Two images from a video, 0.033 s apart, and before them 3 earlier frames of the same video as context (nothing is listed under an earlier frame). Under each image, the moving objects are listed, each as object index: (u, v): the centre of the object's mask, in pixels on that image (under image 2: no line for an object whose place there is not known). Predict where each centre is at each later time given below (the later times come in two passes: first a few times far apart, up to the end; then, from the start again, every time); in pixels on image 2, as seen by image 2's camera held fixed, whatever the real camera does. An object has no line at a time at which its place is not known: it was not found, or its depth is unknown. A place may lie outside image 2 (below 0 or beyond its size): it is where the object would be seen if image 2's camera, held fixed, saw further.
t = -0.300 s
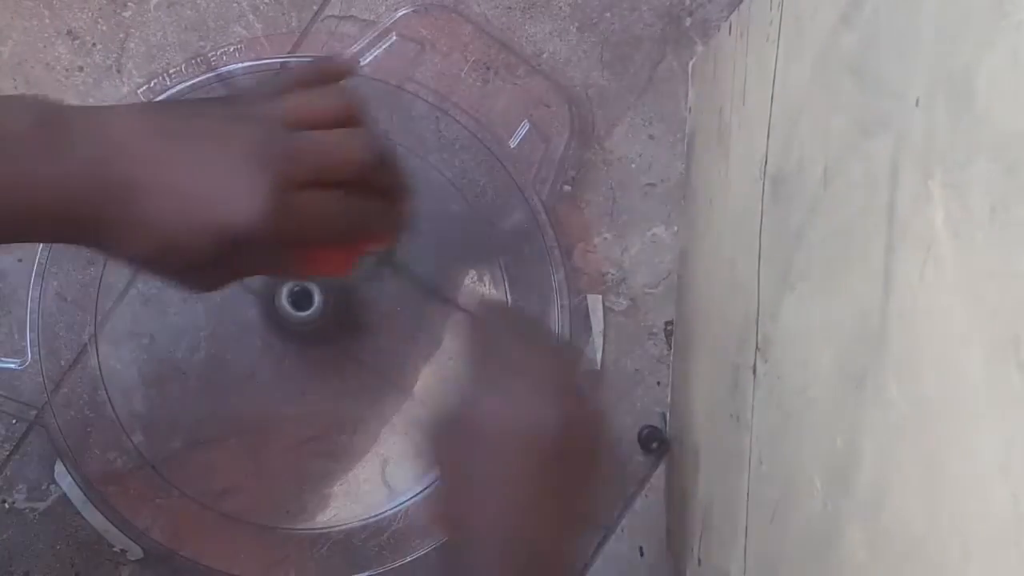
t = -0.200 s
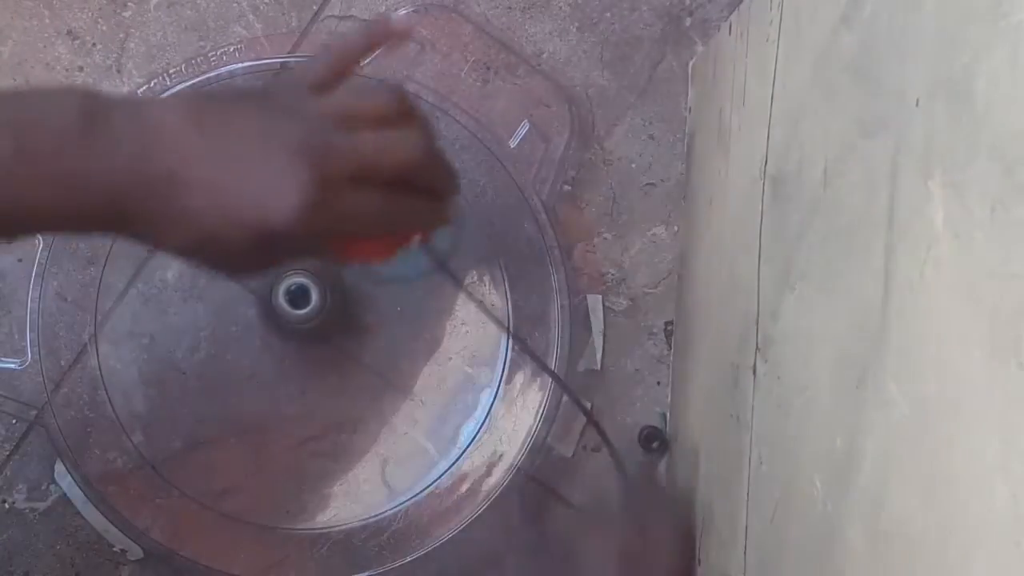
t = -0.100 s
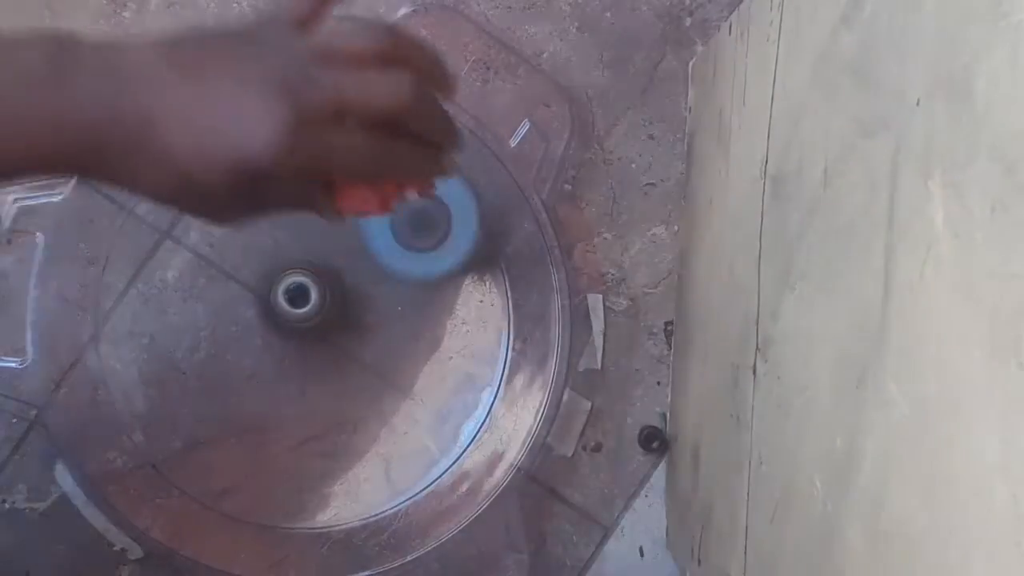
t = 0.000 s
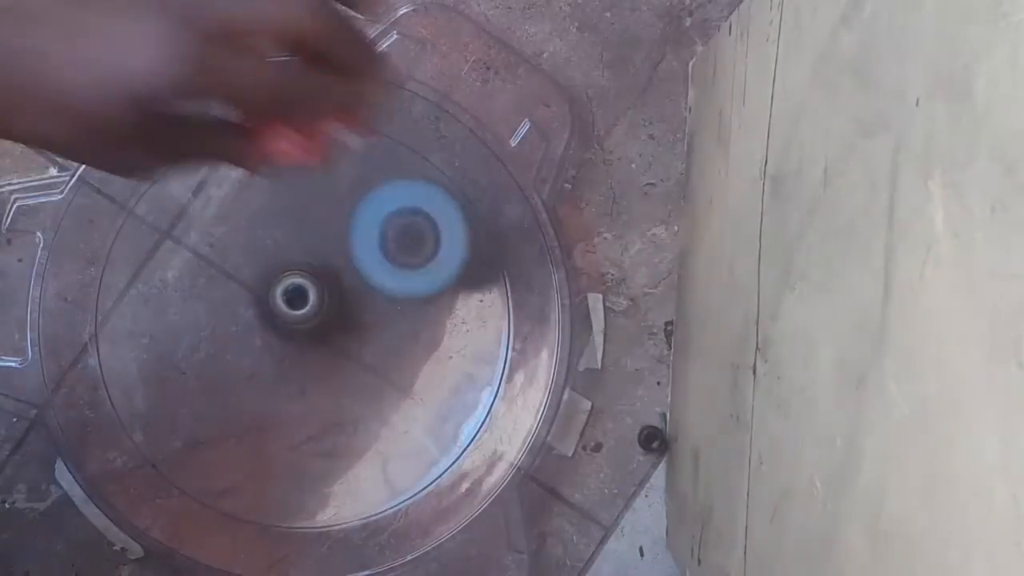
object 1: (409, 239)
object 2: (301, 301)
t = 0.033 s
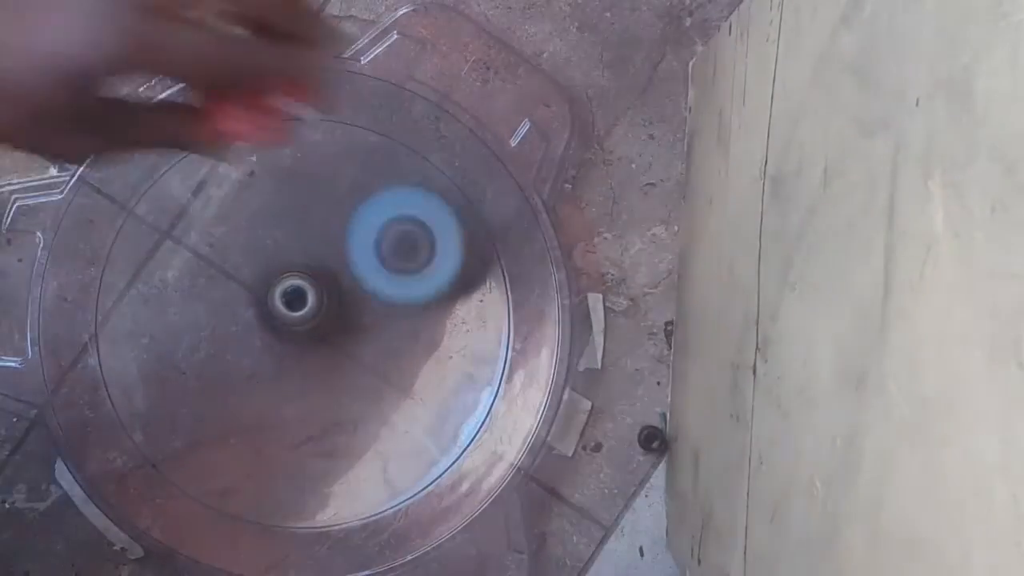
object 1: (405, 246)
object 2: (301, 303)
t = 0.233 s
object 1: (386, 251)
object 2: (174, 350)
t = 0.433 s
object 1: (328, 220)
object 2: (128, 334)
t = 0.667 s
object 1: (308, 278)
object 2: (201, 312)
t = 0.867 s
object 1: (392, 310)
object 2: (216, 345)
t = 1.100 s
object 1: (404, 293)
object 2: (273, 375)
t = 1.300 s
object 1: (334, 298)
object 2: (302, 410)
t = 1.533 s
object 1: (279, 312)
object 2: (294, 458)
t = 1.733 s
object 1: (258, 330)
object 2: (300, 435)
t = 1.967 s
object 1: (211, 251)
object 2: (337, 537)
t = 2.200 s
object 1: (195, 291)
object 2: (366, 513)
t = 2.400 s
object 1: (285, 323)
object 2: (360, 432)
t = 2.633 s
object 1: (320, 208)
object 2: (387, 383)
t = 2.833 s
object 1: (262, 186)
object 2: (369, 319)
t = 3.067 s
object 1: (239, 289)
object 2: (332, 257)
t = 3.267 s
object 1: (298, 381)
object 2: (331, 212)
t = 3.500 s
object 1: (387, 341)
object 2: (295, 206)
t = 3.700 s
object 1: (346, 281)
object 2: (258, 231)
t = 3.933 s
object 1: (360, 331)
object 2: (152, 264)
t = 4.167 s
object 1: (352, 353)
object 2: (197, 332)
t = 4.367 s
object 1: (341, 355)
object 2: (252, 391)
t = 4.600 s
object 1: (329, 296)
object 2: (362, 437)
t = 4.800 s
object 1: (270, 304)
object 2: (401, 420)
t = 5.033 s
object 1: (260, 368)
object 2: (402, 355)
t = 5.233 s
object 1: (311, 379)
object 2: (355, 262)
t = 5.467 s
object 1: (331, 303)
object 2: (282, 197)
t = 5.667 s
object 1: (289, 301)
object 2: (251, 187)
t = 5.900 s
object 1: (304, 373)
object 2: (249, 273)
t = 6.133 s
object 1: (381, 453)
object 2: (159, 214)
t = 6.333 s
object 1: (408, 454)
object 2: (178, 200)
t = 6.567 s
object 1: (366, 384)
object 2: (241, 261)
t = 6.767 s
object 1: (349, 375)
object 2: (214, 188)
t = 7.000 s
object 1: (313, 340)
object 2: (240, 167)
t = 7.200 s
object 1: (285, 310)
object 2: (267, 184)
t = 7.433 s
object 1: (254, 328)
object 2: (313, 162)
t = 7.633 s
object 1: (257, 338)
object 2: (339, 177)
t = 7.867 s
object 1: (254, 344)
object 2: (369, 252)
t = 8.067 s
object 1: (278, 325)
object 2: (392, 332)
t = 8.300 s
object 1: (277, 334)
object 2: (405, 377)
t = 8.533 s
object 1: (288, 327)
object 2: (399, 392)
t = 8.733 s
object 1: (265, 311)
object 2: (393, 392)
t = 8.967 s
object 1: (270, 298)
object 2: (360, 386)
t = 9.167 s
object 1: (272, 295)
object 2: (355, 393)
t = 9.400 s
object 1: (279, 298)
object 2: (351, 389)
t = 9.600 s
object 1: (271, 290)
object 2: (326, 386)
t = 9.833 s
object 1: (275, 287)
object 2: (312, 384)
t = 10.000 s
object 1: (278, 287)
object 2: (327, 368)
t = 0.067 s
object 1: (395, 253)
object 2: (302, 304)
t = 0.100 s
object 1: (382, 259)
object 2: (296, 305)
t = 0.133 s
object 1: (372, 264)
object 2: (291, 308)
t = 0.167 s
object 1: (378, 263)
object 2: (265, 320)
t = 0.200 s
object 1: (381, 256)
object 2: (218, 336)
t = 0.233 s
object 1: (386, 251)
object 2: (174, 350)
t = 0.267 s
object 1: (383, 244)
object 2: (147, 354)
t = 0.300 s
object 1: (371, 239)
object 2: (139, 355)
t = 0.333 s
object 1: (365, 232)
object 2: (133, 354)
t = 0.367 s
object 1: (352, 227)
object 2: (126, 348)
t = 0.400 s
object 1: (338, 224)
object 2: (126, 342)
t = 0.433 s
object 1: (328, 220)
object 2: (128, 334)
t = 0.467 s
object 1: (319, 226)
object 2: (134, 325)
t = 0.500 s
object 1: (313, 230)
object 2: (140, 320)
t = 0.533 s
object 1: (309, 240)
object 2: (149, 319)
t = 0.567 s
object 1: (307, 247)
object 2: (160, 316)
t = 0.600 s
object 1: (304, 256)
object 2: (174, 316)
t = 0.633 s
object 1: (305, 266)
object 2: (187, 313)
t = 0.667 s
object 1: (308, 278)
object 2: (201, 312)
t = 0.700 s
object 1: (320, 289)
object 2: (214, 322)
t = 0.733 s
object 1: (337, 297)
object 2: (204, 329)
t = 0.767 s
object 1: (354, 304)
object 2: (203, 335)
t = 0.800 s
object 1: (369, 308)
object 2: (209, 341)
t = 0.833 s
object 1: (381, 310)
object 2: (212, 342)
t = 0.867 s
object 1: (392, 310)
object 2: (216, 345)
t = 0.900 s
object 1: (400, 309)
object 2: (224, 348)
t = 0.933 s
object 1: (407, 306)
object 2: (230, 352)
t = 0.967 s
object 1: (412, 303)
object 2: (238, 355)
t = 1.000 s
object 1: (413, 299)
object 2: (250, 362)
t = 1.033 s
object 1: (413, 297)
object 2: (254, 366)
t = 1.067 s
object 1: (410, 295)
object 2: (265, 371)
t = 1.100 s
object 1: (404, 293)
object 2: (273, 375)
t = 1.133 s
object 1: (396, 291)
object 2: (280, 380)
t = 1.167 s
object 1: (385, 291)
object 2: (287, 386)
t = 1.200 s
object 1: (371, 291)
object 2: (293, 388)
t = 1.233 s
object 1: (357, 293)
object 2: (301, 392)
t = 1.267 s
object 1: (342, 298)
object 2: (306, 399)
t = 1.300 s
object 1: (334, 298)
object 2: (302, 410)
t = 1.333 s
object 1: (324, 301)
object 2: (299, 418)
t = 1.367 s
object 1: (315, 306)
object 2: (296, 420)
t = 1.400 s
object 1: (304, 314)
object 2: (297, 421)
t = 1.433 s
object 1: (296, 316)
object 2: (296, 439)
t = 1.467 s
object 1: (290, 313)
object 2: (296, 449)
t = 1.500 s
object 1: (285, 312)
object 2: (294, 455)
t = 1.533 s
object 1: (279, 312)
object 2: (294, 458)
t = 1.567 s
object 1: (274, 315)
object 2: (291, 454)
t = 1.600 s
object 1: (268, 318)
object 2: (294, 452)
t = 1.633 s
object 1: (264, 322)
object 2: (293, 445)
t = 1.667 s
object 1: (260, 328)
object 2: (297, 439)
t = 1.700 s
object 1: (259, 329)
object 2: (302, 439)
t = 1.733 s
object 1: (258, 330)
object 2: (300, 435)
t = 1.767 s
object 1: (257, 321)
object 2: (311, 450)
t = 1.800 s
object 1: (250, 295)
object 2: (329, 487)
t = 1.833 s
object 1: (243, 275)
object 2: (336, 515)
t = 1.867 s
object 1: (235, 261)
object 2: (336, 527)
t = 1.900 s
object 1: (226, 254)
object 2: (333, 533)
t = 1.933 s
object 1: (217, 252)
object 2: (336, 536)
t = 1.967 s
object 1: (211, 251)
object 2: (337, 537)
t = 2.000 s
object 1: (203, 248)
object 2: (341, 537)
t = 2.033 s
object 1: (195, 249)
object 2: (342, 534)
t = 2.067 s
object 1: (188, 253)
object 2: (346, 532)
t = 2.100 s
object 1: (185, 260)
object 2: (351, 529)
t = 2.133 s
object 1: (185, 271)
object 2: (356, 526)
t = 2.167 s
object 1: (188, 279)
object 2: (362, 520)
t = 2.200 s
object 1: (195, 291)
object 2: (366, 513)
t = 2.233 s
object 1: (203, 301)
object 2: (368, 502)
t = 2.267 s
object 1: (216, 313)
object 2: (365, 489)
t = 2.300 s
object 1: (233, 321)
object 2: (364, 474)
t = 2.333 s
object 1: (250, 326)
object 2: (361, 459)
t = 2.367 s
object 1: (269, 327)
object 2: (362, 446)
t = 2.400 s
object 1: (285, 323)
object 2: (360, 432)
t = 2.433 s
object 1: (301, 319)
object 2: (358, 414)
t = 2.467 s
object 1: (311, 302)
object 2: (367, 419)
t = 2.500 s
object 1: (316, 273)
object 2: (379, 421)
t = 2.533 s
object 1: (324, 249)
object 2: (388, 416)
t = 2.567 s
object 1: (321, 230)
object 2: (389, 406)
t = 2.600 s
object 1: (323, 221)
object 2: (388, 394)
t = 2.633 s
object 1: (320, 208)
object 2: (387, 383)
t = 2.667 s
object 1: (314, 198)
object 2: (385, 371)
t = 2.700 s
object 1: (302, 191)
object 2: (382, 361)
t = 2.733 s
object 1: (294, 189)
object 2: (380, 351)
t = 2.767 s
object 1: (286, 185)
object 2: (377, 339)
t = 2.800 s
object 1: (274, 183)
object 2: (373, 329)
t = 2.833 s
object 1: (262, 186)
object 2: (369, 319)
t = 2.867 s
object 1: (248, 194)
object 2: (365, 309)
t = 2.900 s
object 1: (243, 202)
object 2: (359, 297)
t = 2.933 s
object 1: (235, 214)
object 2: (349, 286)
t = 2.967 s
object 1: (231, 232)
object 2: (343, 276)
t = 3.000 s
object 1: (231, 252)
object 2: (338, 270)
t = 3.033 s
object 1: (236, 271)
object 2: (336, 262)
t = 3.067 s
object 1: (239, 289)
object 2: (332, 257)
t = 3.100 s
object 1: (238, 313)
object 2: (338, 245)
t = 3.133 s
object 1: (243, 336)
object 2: (345, 233)
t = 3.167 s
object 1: (255, 353)
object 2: (344, 227)
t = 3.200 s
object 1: (267, 363)
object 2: (339, 221)
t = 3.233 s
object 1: (280, 374)
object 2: (334, 215)
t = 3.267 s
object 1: (298, 381)
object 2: (331, 212)
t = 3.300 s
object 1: (318, 383)
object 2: (325, 207)
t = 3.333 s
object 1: (332, 380)
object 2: (321, 206)
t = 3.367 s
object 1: (348, 378)
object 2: (317, 206)
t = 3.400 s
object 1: (362, 372)
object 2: (312, 205)
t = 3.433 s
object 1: (375, 360)
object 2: (305, 204)
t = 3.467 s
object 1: (379, 351)
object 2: (300, 205)
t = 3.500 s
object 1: (387, 341)
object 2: (295, 206)
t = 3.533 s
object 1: (390, 327)
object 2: (289, 208)
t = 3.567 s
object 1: (385, 312)
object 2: (282, 213)
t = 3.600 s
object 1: (379, 303)
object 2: (278, 217)
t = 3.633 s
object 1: (370, 290)
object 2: (275, 222)
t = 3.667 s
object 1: (357, 281)
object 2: (265, 223)
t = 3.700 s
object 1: (346, 281)
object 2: (258, 231)
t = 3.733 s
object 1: (351, 289)
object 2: (227, 226)
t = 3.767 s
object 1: (349, 294)
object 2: (189, 224)
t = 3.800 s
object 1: (349, 304)
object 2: (176, 233)
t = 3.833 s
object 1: (354, 311)
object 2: (166, 244)
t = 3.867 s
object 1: (354, 318)
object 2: (158, 253)
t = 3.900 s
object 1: (355, 327)
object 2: (155, 259)
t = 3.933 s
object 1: (360, 331)
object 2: (152, 264)
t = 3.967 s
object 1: (360, 336)
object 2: (151, 269)
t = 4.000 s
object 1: (359, 341)
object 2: (156, 280)
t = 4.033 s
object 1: (363, 344)
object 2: (161, 291)
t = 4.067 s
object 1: (359, 347)
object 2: (170, 302)
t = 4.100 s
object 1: (358, 350)
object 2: (174, 309)
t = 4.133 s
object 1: (357, 350)
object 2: (181, 316)
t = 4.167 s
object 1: (352, 353)
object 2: (197, 332)
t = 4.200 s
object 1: (349, 355)
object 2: (208, 341)
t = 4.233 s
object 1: (345, 354)
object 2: (216, 351)
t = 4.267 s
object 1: (338, 359)
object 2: (234, 361)
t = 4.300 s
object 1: (336, 360)
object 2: (240, 368)
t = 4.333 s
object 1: (333, 355)
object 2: (248, 384)
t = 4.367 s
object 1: (341, 355)
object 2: (252, 391)
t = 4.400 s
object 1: (349, 346)
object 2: (259, 398)
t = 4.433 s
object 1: (351, 338)
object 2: (273, 405)
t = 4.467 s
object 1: (355, 328)
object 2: (292, 412)
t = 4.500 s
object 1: (351, 316)
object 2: (312, 421)
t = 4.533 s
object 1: (348, 310)
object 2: (333, 426)
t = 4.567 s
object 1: (341, 299)
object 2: (346, 432)
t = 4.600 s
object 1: (329, 296)
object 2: (362, 437)
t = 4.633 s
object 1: (321, 290)
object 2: (374, 439)
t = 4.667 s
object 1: (307, 288)
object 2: (386, 438)
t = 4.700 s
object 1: (300, 291)
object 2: (394, 436)
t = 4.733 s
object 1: (288, 292)
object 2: (389, 429)
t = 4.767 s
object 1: (277, 300)
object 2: (396, 425)
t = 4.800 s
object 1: (270, 304)
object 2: (401, 420)
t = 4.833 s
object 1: (260, 313)
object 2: (405, 415)
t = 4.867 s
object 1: (258, 322)
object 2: (407, 408)
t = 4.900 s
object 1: (252, 331)
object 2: (409, 399)
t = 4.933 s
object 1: (251, 344)
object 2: (409, 391)
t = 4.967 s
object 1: (251, 350)
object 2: (406, 380)
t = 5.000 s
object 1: (252, 363)
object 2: (406, 369)
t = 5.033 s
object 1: (260, 368)
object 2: (402, 355)
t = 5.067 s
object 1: (263, 377)
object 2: (398, 342)
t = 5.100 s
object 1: (275, 382)
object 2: (391, 327)
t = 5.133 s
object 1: (281, 384)
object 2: (383, 312)
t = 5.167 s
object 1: (293, 386)
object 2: (375, 294)
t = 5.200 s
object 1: (301, 381)
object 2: (365, 278)
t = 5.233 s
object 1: (311, 379)
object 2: (355, 262)
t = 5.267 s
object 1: (320, 369)
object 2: (347, 250)
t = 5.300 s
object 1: (327, 363)
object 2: (335, 236)
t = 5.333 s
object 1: (333, 351)
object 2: (325, 224)
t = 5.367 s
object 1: (334, 340)
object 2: (314, 213)
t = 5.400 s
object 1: (336, 327)
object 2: (303, 207)
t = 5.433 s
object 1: (333, 314)
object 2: (292, 200)
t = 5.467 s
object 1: (331, 303)
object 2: (282, 197)
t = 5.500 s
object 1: (325, 292)
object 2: (275, 195)
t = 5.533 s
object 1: (319, 285)
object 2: (266, 194)
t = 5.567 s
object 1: (309, 276)
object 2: (258, 195)
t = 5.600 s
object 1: (301, 279)
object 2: (256, 195)
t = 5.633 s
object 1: (292, 287)
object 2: (254, 190)
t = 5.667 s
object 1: (289, 301)
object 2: (251, 187)
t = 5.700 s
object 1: (285, 312)
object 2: (245, 187)
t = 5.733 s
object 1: (288, 325)
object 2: (247, 198)
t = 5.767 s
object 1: (288, 337)
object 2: (247, 211)
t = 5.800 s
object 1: (292, 347)
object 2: (244, 219)
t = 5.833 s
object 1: (295, 356)
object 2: (244, 230)
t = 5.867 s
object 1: (301, 365)
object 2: (247, 253)
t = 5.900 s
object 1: (304, 373)
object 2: (249, 273)
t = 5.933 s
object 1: (312, 379)
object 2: (254, 290)
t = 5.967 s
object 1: (316, 387)
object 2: (254, 307)
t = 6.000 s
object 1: (327, 395)
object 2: (248, 317)
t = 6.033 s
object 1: (344, 423)
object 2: (209, 287)
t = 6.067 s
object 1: (359, 438)
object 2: (184, 253)
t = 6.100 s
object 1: (372, 448)
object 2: (168, 231)
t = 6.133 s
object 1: (381, 453)
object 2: (159, 214)
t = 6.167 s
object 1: (387, 456)
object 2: (155, 204)
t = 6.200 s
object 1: (393, 461)
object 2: (163, 199)
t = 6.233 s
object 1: (399, 458)
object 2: (169, 197)
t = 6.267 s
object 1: (407, 455)
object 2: (177, 200)
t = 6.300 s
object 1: (408, 458)
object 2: (179, 199)
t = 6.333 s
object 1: (408, 454)
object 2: (178, 200)
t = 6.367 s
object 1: (405, 451)
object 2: (182, 204)
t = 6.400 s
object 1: (404, 437)
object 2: (188, 208)
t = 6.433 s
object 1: (403, 430)
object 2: (197, 217)
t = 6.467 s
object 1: (392, 420)
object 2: (210, 222)
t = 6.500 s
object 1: (384, 408)
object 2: (218, 236)
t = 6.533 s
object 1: (376, 395)
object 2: (227, 248)
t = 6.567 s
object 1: (366, 384)
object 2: (241, 261)
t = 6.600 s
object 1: (356, 372)
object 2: (255, 270)
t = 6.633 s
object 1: (347, 362)
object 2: (270, 283)
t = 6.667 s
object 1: (350, 374)
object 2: (252, 265)
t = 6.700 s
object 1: (349, 381)
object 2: (240, 231)
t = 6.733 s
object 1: (348, 376)
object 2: (221, 209)
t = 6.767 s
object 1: (349, 375)
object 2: (214, 188)
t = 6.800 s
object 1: (345, 371)
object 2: (213, 179)
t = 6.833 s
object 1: (341, 364)
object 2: (217, 170)
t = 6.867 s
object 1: (336, 359)
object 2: (224, 166)
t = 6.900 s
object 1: (330, 350)
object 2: (228, 168)
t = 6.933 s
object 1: (329, 345)
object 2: (232, 171)
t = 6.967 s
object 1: (324, 347)
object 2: (237, 170)
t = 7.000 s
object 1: (313, 340)
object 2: (240, 167)
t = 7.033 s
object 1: (308, 330)
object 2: (244, 167)
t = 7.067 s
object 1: (307, 329)
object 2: (244, 167)
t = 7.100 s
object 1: (298, 326)
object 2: (252, 173)
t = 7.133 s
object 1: (290, 317)
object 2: (255, 174)
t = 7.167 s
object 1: (290, 309)
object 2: (257, 178)
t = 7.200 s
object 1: (285, 310)
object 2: (267, 184)
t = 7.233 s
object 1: (277, 304)
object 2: (275, 194)
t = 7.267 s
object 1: (271, 306)
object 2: (274, 184)
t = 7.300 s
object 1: (265, 308)
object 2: (280, 179)
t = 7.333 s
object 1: (263, 310)
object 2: (290, 169)
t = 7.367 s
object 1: (259, 314)
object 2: (298, 168)
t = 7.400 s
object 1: (260, 320)
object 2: (307, 166)
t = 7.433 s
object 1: (254, 328)
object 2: (313, 162)
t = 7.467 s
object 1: (248, 328)
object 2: (315, 163)
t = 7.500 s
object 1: (251, 325)
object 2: (317, 165)
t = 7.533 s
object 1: (261, 331)
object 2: (323, 167)
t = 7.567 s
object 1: (259, 342)
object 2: (331, 170)
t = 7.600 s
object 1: (251, 341)
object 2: (336, 169)
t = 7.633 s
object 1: (257, 338)
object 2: (339, 177)
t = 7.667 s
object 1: (265, 345)
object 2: (343, 183)
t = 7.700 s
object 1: (260, 353)
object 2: (348, 193)
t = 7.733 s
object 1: (253, 349)
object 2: (351, 203)
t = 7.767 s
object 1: (259, 344)
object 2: (356, 218)
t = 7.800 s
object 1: (265, 348)
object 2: (361, 227)
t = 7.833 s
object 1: (262, 352)
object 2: (365, 237)
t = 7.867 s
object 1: (254, 344)
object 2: (369, 252)
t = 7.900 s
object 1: (260, 333)
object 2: (376, 266)
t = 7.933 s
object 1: (270, 332)
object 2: (380, 275)
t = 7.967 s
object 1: (272, 334)
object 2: (383, 291)
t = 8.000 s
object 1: (270, 329)
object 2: (390, 308)
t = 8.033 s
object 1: (273, 324)
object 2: (391, 318)
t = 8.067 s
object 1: (278, 325)
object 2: (392, 332)
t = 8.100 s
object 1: (277, 331)
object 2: (397, 342)
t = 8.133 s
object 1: (268, 334)
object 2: (401, 348)
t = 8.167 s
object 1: (265, 327)
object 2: (402, 355)
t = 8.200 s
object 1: (272, 321)
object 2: (404, 362)
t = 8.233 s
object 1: (282, 326)
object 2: (405, 367)
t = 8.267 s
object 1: (280, 333)
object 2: (405, 372)
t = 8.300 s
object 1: (277, 334)
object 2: (405, 377)
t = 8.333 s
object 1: (277, 330)
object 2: (406, 380)
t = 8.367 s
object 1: (285, 330)
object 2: (407, 381)
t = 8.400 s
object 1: (291, 336)
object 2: (406, 380)
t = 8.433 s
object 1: (286, 338)
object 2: (403, 380)
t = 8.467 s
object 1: (287, 334)
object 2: (399, 384)
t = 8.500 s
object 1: (291, 332)
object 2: (394, 387)
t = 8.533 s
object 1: (288, 327)
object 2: (399, 392)
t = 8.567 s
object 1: (285, 321)
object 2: (403, 393)
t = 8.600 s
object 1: (286, 319)
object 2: (401, 393)
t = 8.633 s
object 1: (281, 323)
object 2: (402, 397)
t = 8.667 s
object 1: (272, 323)
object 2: (397, 400)
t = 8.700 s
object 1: (265, 317)
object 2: (395, 397)
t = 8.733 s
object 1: (265, 311)
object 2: (393, 392)
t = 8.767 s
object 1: (269, 306)
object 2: (384, 388)
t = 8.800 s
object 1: (272, 310)
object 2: (374, 386)
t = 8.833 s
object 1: (273, 314)
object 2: (359, 384)
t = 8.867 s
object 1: (268, 312)
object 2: (366, 389)
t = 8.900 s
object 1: (266, 307)
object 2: (369, 387)
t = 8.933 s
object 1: (267, 301)
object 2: (366, 385)
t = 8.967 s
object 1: (270, 298)
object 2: (360, 386)
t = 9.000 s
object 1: (275, 298)
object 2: (341, 393)
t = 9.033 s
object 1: (279, 301)
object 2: (337, 392)
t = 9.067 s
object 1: (279, 303)
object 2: (340, 391)
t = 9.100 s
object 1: (278, 303)
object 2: (336, 383)
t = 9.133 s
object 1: (273, 301)
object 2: (352, 390)
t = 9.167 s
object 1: (272, 295)
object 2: (355, 393)
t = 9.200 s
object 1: (272, 290)
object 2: (353, 388)
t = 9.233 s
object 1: (274, 289)
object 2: (347, 391)
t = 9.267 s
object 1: (276, 290)
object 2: (345, 395)
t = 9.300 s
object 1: (277, 292)
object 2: (348, 400)
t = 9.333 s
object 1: (277, 292)
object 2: (350, 399)
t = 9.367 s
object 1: (277, 295)
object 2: (354, 398)
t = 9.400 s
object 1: (279, 298)
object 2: (351, 389)
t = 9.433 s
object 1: (277, 300)
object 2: (349, 390)
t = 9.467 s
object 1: (275, 300)
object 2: (344, 389)
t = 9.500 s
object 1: (274, 298)
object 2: (337, 389)
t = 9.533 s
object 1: (274, 298)
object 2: (327, 384)
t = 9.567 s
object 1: (271, 295)
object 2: (328, 389)
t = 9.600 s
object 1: (271, 290)
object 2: (326, 386)
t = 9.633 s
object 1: (270, 287)
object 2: (320, 387)
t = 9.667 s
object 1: (271, 286)
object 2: (316, 382)
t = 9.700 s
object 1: (271, 288)
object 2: (311, 384)
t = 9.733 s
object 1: (270, 293)
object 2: (306, 384)
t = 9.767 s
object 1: (270, 293)
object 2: (308, 386)
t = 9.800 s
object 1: (271, 289)
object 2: (309, 385)
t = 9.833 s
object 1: (275, 287)
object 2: (312, 384)
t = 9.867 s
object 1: (280, 288)
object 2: (314, 380)
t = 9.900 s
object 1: (283, 290)
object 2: (314, 373)
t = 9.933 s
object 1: (284, 291)
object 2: (315, 374)
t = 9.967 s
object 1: (282, 289)
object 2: (320, 372)
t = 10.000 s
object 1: (278, 287)
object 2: (327, 368)
